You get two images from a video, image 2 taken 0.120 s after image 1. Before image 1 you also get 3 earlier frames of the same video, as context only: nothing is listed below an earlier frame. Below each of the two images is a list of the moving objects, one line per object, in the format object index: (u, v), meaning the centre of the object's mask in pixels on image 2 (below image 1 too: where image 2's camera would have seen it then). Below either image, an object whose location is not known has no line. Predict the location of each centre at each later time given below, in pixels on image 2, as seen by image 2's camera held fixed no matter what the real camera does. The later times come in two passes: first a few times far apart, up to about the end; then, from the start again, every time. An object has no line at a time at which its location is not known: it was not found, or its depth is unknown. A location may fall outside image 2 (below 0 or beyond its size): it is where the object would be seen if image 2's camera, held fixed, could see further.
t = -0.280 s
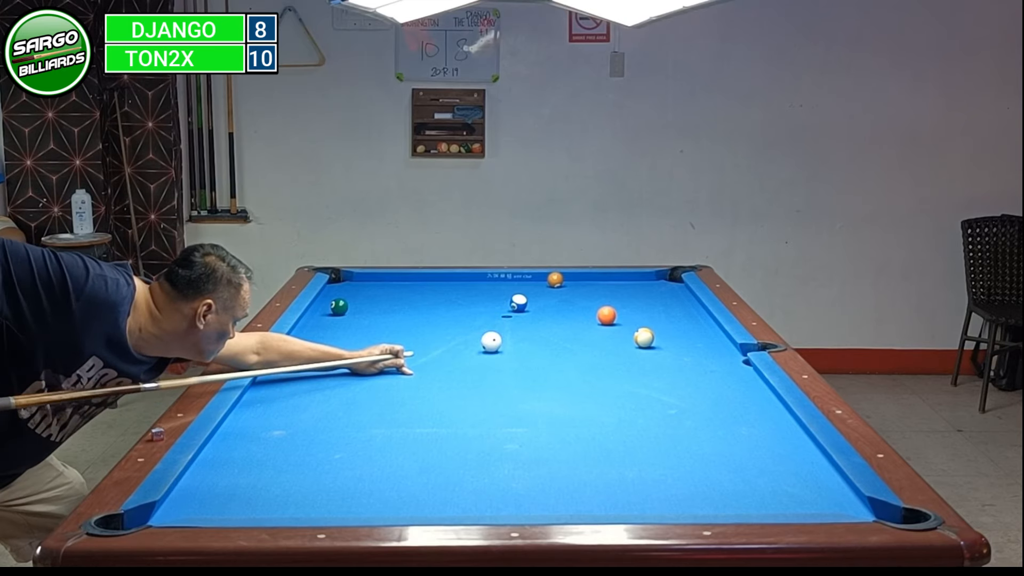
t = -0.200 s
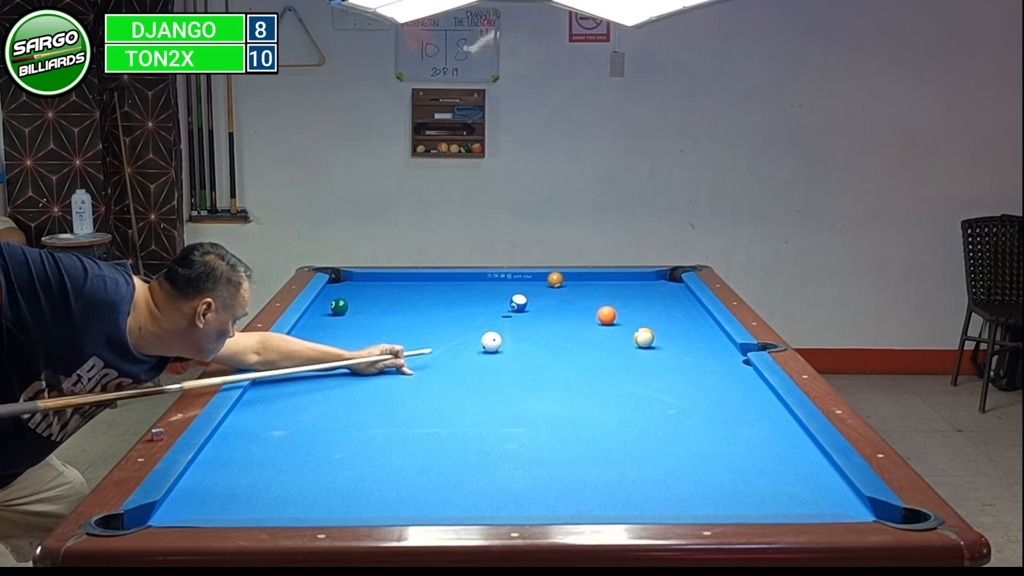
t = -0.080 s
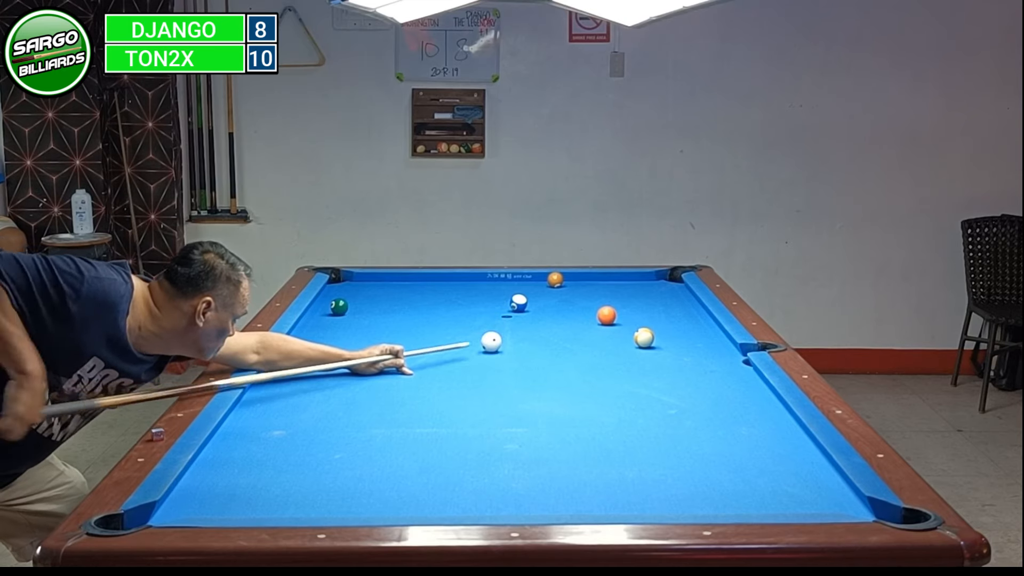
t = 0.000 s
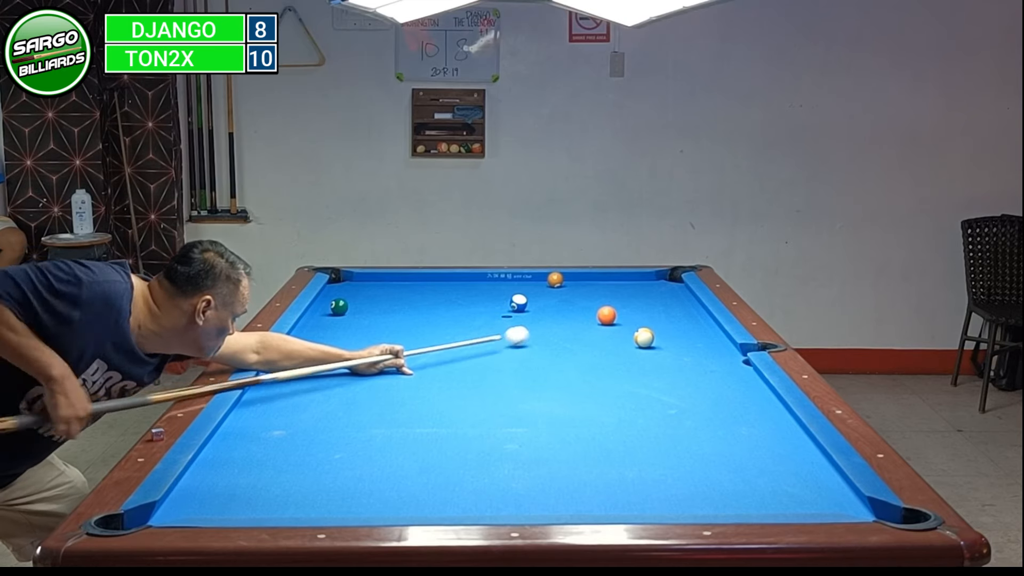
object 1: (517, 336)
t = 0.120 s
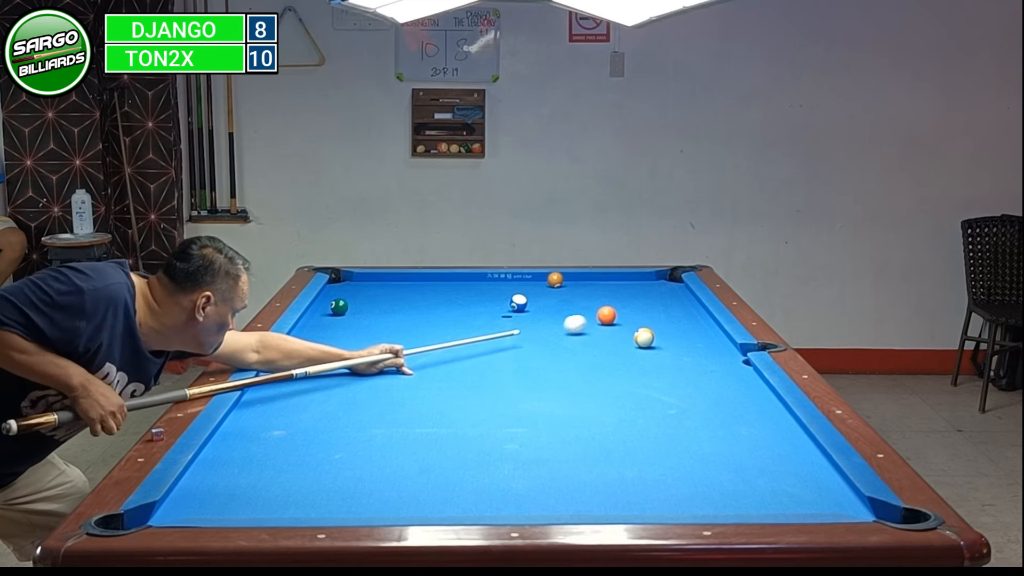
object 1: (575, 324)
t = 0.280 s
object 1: (631, 320)
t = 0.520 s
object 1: (702, 318)
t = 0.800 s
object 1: (665, 320)
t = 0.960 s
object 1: (645, 320)
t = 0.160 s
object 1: (596, 320)
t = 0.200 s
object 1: (607, 319)
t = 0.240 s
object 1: (617, 320)
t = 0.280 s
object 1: (631, 320)
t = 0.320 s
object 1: (641, 319)
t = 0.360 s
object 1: (651, 319)
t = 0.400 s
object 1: (666, 319)
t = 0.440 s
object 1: (676, 319)
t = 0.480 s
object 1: (691, 318)
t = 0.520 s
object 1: (702, 318)
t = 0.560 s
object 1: (703, 318)
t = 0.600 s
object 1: (694, 318)
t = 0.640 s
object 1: (689, 319)
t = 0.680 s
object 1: (684, 319)
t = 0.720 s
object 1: (677, 319)
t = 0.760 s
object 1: (672, 319)
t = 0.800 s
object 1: (665, 320)
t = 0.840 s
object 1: (661, 320)
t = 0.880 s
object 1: (656, 320)
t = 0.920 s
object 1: (650, 320)
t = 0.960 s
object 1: (645, 320)
